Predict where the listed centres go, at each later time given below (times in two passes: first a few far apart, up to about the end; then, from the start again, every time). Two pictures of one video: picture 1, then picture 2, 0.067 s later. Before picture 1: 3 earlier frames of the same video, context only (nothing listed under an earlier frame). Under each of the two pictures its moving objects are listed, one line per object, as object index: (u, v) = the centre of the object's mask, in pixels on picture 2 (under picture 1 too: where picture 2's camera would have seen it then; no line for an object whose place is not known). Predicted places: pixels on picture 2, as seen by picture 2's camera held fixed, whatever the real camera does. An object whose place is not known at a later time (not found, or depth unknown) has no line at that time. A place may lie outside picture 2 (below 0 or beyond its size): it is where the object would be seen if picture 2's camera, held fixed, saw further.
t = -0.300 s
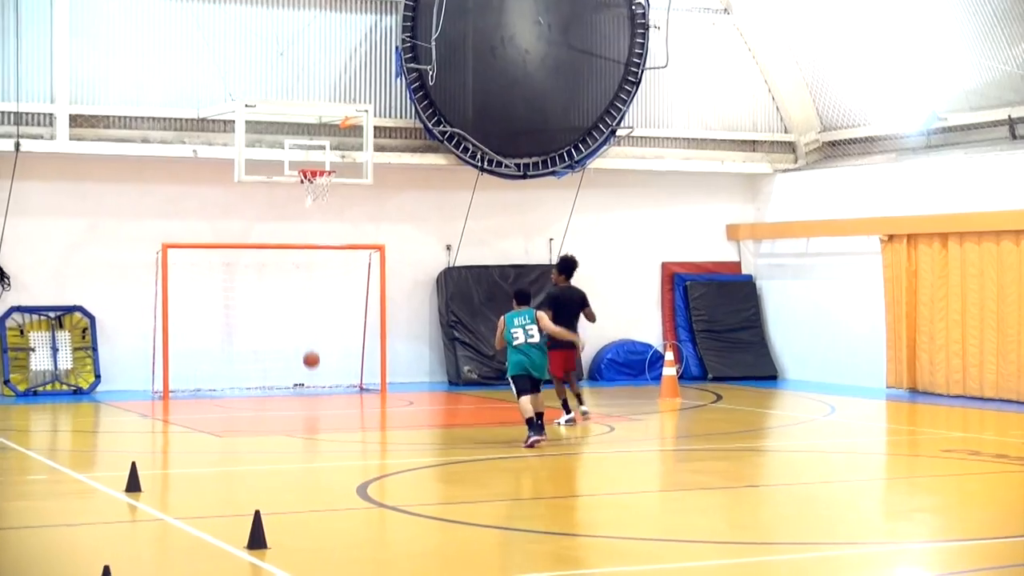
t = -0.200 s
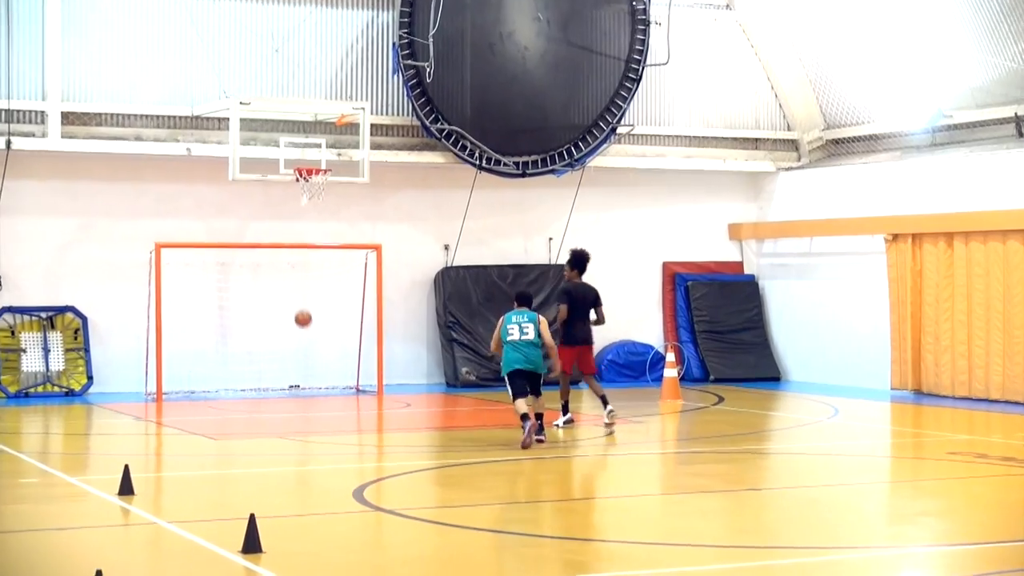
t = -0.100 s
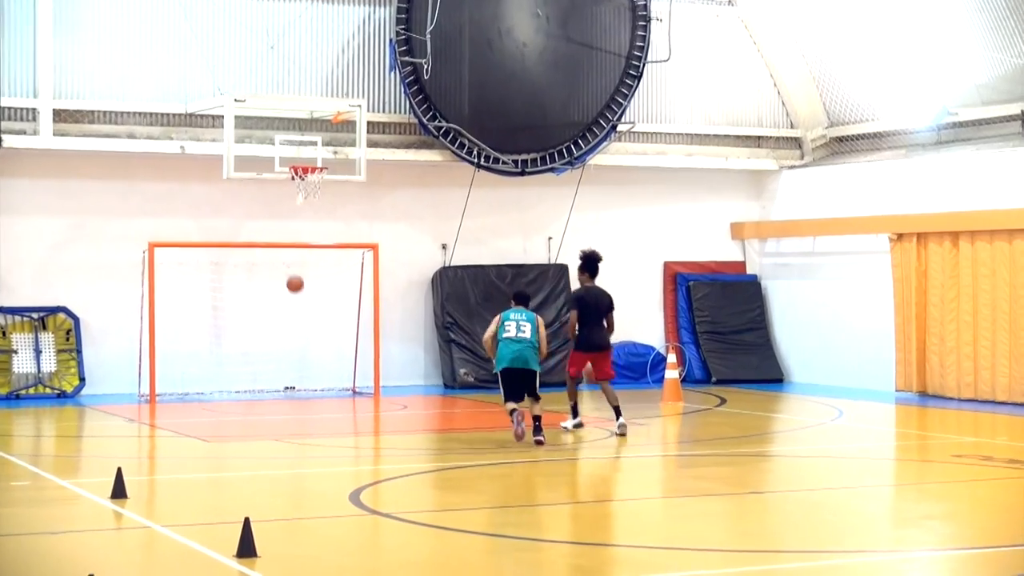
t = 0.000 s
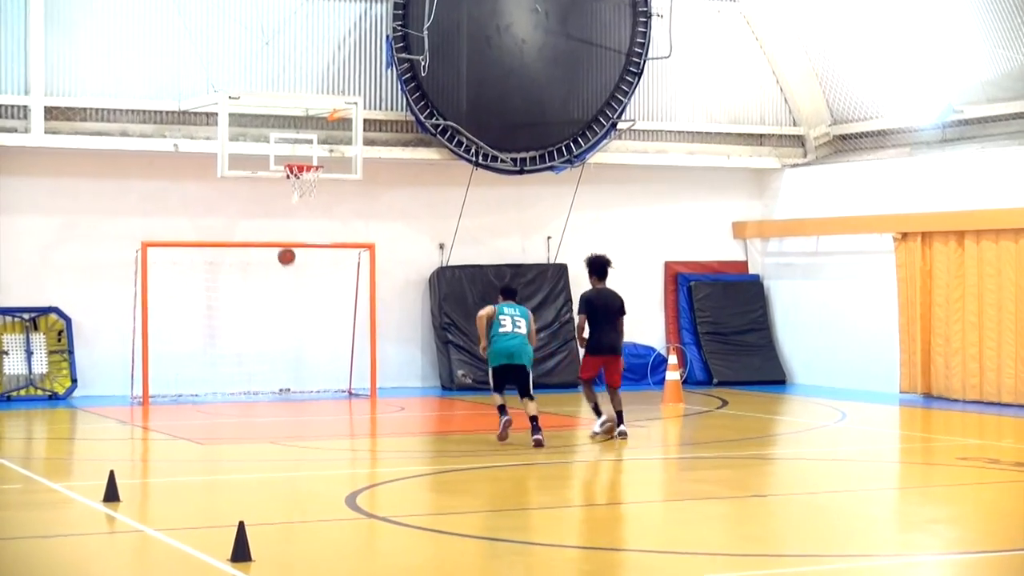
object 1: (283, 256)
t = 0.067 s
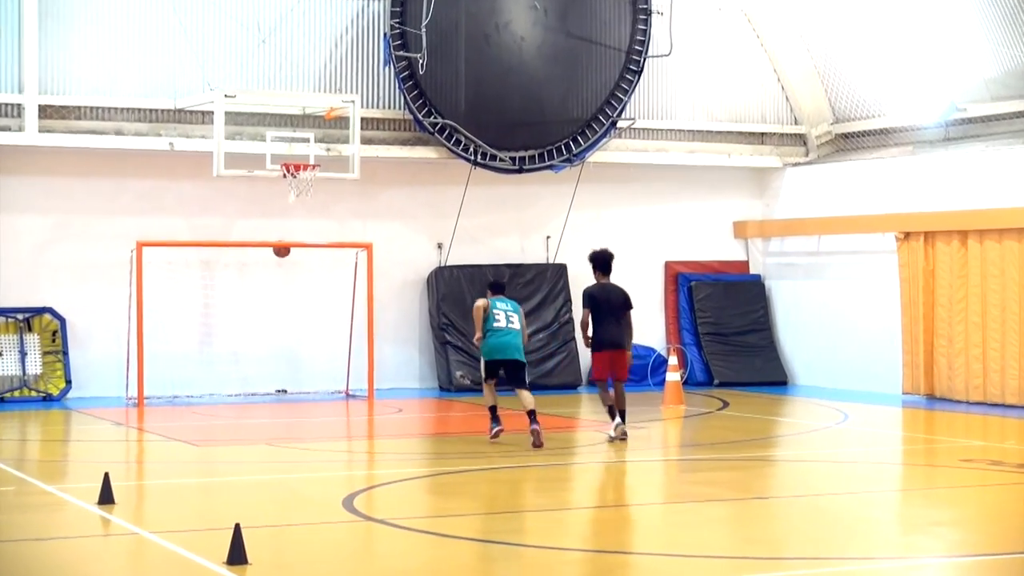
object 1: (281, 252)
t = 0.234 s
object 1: (276, 263)
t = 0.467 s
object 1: (274, 316)
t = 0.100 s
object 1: (280, 252)
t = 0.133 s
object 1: (279, 253)
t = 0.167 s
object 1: (278, 255)
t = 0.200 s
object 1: (277, 259)
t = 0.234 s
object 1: (276, 263)
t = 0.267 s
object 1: (275, 269)
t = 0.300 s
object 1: (274, 275)
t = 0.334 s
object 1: (274, 282)
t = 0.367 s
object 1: (274, 290)
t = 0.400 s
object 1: (274, 298)
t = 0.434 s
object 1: (274, 307)
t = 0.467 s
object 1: (274, 316)
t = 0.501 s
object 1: (275, 326)
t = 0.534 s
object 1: (275, 337)
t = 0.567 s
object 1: (276, 348)
